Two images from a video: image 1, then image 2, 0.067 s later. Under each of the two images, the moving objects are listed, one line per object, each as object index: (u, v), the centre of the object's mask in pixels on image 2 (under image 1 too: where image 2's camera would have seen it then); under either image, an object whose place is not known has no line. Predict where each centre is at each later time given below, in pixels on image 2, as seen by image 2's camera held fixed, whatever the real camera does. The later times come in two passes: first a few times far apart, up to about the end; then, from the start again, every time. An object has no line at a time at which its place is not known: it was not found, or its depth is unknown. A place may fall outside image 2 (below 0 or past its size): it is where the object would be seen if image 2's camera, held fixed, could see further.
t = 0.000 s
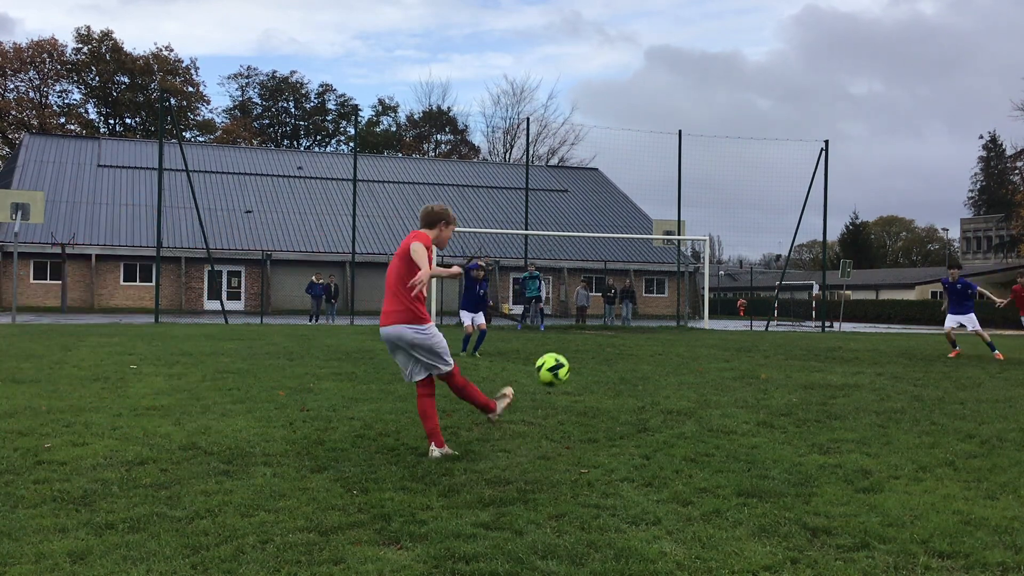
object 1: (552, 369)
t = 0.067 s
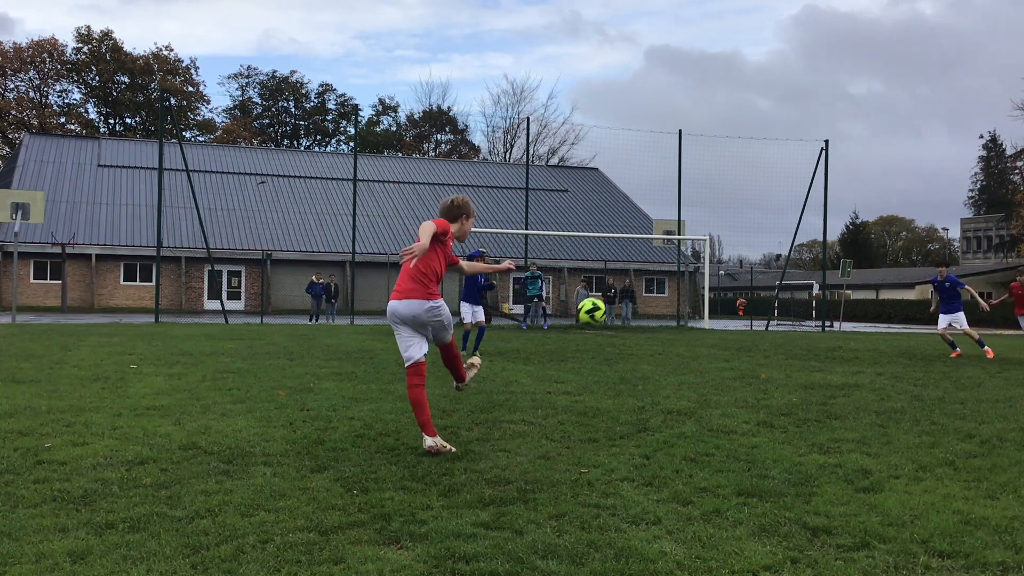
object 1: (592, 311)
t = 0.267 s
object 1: (653, 226)
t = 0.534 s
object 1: (682, 195)
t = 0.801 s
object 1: (686, 200)
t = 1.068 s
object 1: (679, 223)
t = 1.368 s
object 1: (668, 261)
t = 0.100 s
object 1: (606, 290)
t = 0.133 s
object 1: (619, 271)
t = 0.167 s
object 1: (628, 257)
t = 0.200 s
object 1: (638, 245)
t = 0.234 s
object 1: (646, 235)
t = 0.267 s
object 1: (653, 226)
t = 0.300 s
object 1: (659, 219)
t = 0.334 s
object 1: (664, 213)
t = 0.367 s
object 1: (668, 208)
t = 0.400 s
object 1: (672, 204)
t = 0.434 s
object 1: (675, 201)
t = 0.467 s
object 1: (678, 198)
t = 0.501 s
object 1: (680, 197)
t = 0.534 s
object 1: (682, 195)
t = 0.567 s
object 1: (683, 194)
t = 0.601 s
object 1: (684, 194)
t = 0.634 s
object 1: (685, 194)
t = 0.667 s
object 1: (686, 195)
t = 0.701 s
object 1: (686, 195)
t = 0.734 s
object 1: (686, 196)
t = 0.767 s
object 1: (686, 198)
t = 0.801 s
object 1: (686, 200)
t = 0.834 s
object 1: (685, 202)
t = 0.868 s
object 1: (685, 205)
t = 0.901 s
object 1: (685, 207)
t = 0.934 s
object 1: (683, 210)
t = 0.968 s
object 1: (683, 213)
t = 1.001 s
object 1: (681, 216)
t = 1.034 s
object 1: (680, 219)
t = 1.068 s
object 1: (679, 223)
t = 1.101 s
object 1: (678, 226)
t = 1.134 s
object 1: (677, 230)
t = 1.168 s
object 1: (676, 235)
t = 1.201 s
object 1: (674, 239)
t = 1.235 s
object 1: (673, 243)
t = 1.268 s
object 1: (671, 247)
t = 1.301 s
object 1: (670, 251)
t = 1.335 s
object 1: (669, 256)
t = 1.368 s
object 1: (668, 261)
